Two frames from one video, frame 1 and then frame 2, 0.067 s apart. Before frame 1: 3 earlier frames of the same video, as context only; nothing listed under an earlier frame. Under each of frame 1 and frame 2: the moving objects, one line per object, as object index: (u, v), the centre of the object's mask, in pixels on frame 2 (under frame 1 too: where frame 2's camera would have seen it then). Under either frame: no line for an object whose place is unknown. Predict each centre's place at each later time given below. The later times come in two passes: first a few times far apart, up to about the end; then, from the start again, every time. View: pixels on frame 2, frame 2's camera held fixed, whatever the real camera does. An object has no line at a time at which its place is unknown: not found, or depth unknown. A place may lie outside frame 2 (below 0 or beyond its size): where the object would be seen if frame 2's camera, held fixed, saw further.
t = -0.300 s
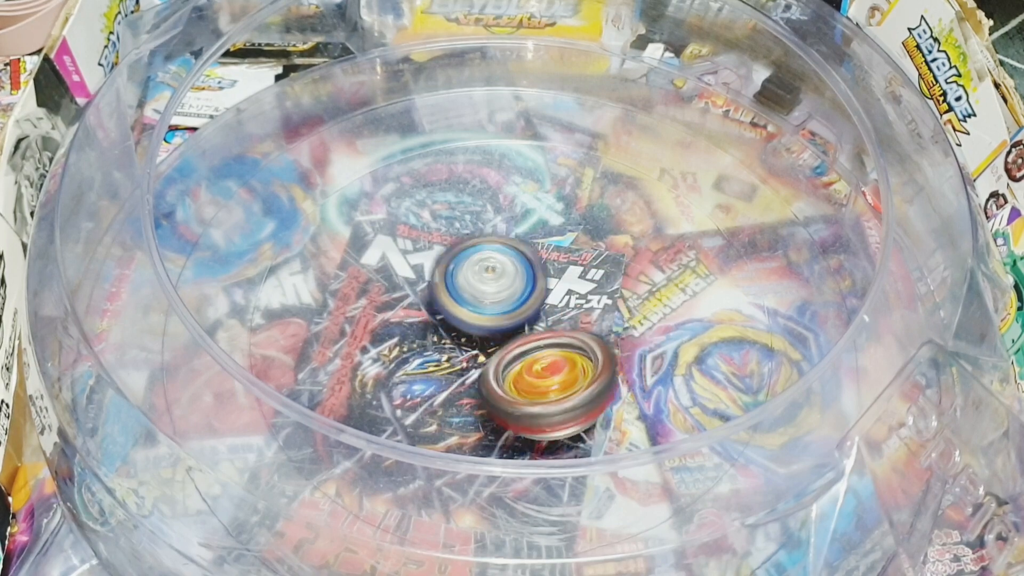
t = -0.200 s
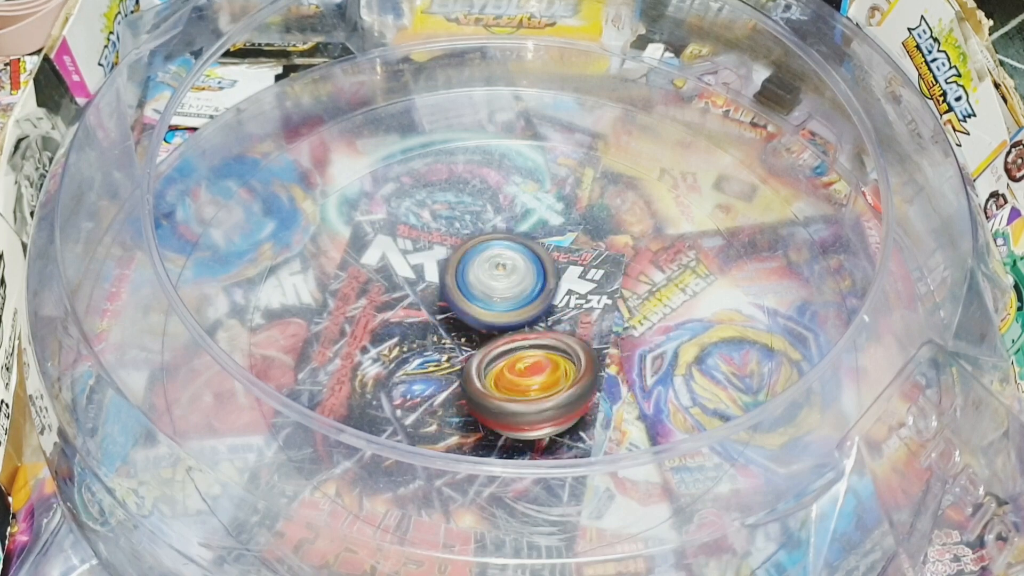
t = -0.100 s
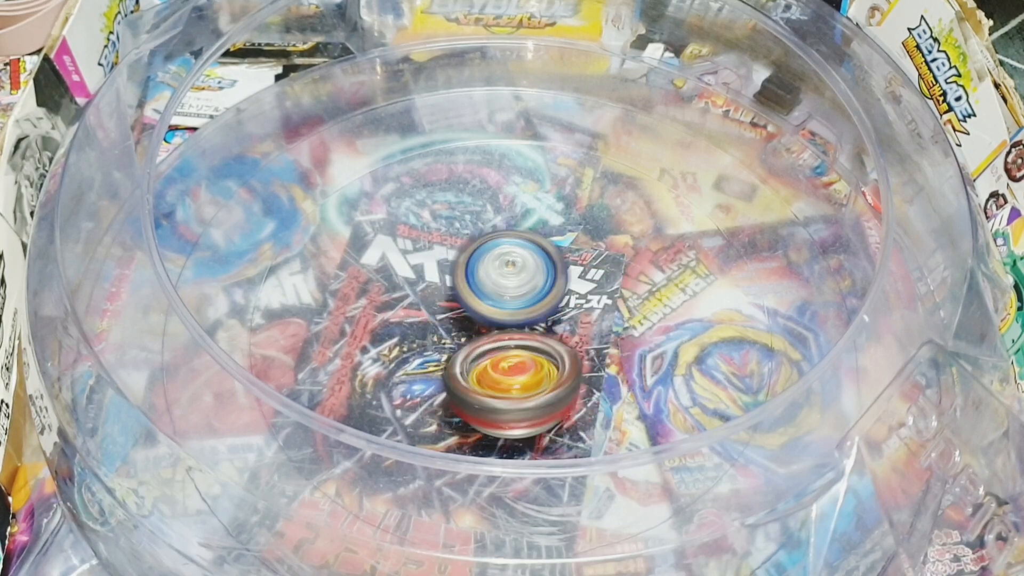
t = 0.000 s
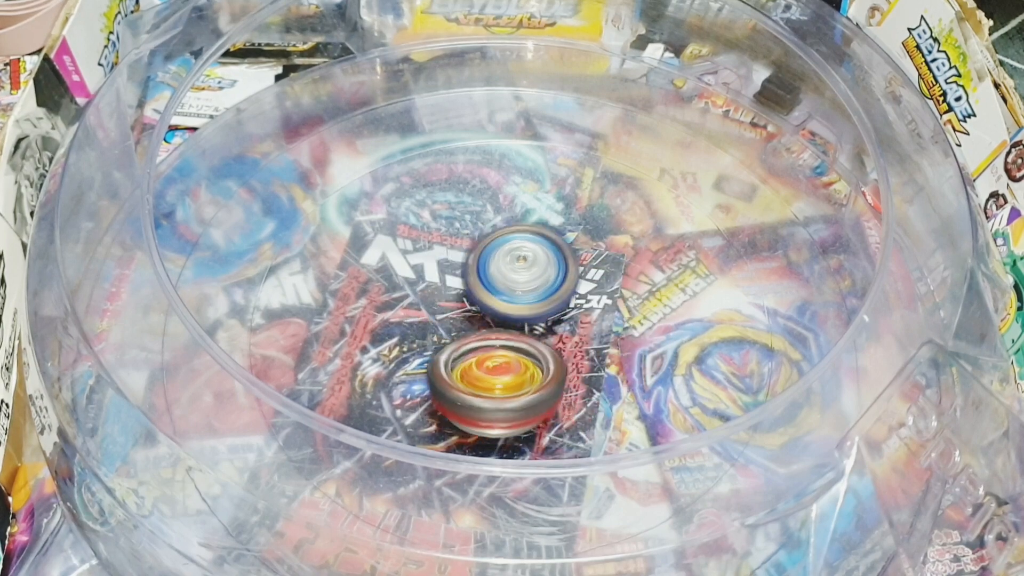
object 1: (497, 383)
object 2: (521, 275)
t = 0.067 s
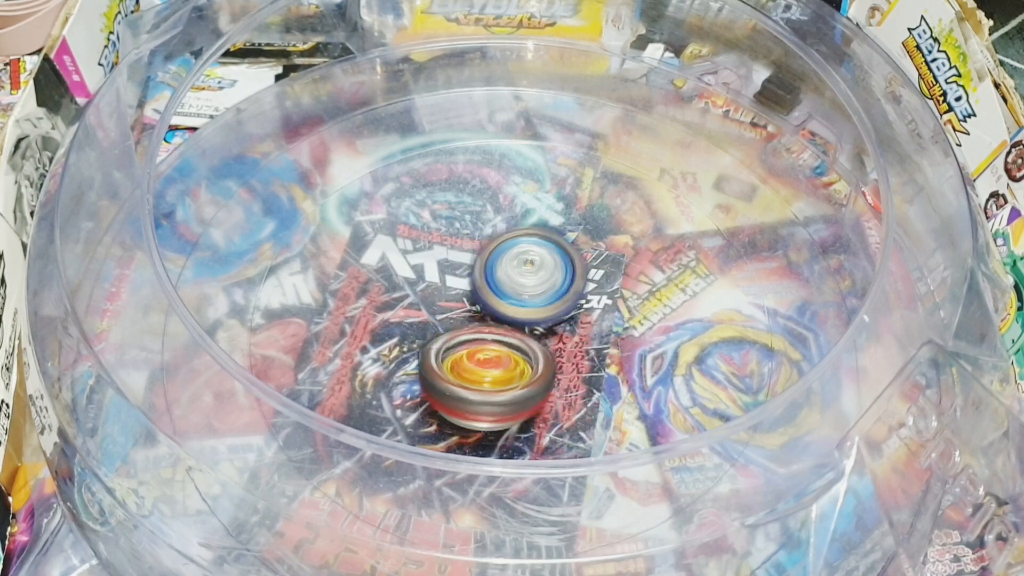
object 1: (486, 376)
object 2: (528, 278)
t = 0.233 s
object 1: (461, 363)
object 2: (550, 281)
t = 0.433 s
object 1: (448, 337)
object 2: (571, 292)
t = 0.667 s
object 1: (445, 305)
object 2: (576, 312)
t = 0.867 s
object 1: (456, 282)
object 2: (576, 329)
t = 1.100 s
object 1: (482, 261)
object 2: (561, 349)
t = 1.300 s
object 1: (508, 254)
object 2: (541, 362)
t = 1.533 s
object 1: (548, 260)
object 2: (506, 362)
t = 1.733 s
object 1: (575, 271)
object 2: (480, 352)
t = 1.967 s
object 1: (594, 300)
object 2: (465, 334)
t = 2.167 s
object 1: (597, 323)
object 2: (461, 320)
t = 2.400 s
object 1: (578, 351)
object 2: (461, 300)
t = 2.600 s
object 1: (558, 366)
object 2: (471, 282)
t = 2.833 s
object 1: (527, 373)
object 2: (503, 268)
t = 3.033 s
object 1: (494, 368)
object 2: (531, 267)
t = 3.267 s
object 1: (454, 346)
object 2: (562, 273)
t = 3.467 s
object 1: (441, 322)
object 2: (571, 297)
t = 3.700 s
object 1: (449, 297)
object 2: (577, 322)
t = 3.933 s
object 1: (472, 277)
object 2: (578, 344)
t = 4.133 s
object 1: (497, 262)
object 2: (561, 357)
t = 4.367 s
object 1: (531, 255)
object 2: (535, 374)
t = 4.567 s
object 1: (556, 264)
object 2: (506, 366)
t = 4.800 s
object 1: (575, 279)
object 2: (477, 355)
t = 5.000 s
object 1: (586, 297)
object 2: (458, 340)
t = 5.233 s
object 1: (584, 319)
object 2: (450, 317)
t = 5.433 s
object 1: (574, 335)
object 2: (449, 297)
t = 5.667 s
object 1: (557, 349)
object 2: (460, 276)
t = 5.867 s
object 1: (540, 359)
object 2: (478, 261)
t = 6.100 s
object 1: (524, 362)
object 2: (506, 257)
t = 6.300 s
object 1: (508, 361)
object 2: (529, 255)
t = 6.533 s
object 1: (489, 355)
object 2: (557, 260)
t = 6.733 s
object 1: (476, 345)
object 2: (576, 273)
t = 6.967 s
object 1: (462, 337)
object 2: (589, 289)
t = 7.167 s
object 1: (459, 324)
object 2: (599, 304)
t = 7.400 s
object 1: (456, 314)
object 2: (597, 323)
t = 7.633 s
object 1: (463, 304)
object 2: (592, 337)
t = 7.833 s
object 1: (462, 293)
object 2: (590, 349)
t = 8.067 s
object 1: (469, 287)
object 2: (582, 358)
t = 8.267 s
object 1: (472, 281)
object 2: (567, 361)
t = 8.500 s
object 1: (480, 273)
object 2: (565, 368)
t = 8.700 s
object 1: (482, 272)
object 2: (551, 370)
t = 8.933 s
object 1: (483, 263)
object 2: (541, 371)
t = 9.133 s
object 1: (492, 259)
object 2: (534, 370)
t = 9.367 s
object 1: (503, 263)
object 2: (528, 373)
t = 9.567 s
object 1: (513, 263)
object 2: (528, 375)
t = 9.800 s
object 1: (515, 260)
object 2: (527, 370)
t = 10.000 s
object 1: (523, 255)
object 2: (524, 366)
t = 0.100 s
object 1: (480, 374)
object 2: (534, 277)
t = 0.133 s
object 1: (475, 371)
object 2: (538, 277)
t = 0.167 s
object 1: (472, 367)
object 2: (541, 279)
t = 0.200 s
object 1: (467, 364)
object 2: (545, 283)
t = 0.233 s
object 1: (461, 363)
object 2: (550, 281)
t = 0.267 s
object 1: (458, 360)
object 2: (554, 282)
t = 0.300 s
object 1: (456, 356)
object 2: (558, 286)
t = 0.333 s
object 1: (454, 351)
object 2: (560, 288)
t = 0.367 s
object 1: (449, 347)
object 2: (566, 288)
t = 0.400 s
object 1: (448, 342)
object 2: (569, 290)
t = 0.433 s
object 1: (448, 337)
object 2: (571, 292)
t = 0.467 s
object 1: (447, 333)
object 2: (572, 295)
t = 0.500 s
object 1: (442, 328)
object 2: (578, 296)
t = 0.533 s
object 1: (442, 324)
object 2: (581, 298)
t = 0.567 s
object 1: (442, 319)
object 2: (582, 301)
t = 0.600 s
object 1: (443, 315)
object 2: (581, 306)
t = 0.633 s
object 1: (444, 310)
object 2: (578, 309)
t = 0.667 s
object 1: (445, 305)
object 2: (576, 312)
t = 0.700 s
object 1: (444, 300)
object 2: (577, 314)
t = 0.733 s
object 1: (445, 295)
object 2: (576, 318)
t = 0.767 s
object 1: (447, 291)
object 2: (577, 321)
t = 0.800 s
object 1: (449, 288)
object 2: (578, 323)
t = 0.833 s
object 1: (453, 285)
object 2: (576, 326)
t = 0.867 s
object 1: (456, 282)
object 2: (576, 329)
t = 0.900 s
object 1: (459, 277)
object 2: (576, 332)
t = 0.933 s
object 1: (463, 274)
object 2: (574, 335)
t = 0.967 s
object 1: (466, 271)
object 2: (574, 338)
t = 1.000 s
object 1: (469, 268)
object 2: (574, 343)
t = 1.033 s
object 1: (473, 265)
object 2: (571, 346)
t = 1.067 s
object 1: (478, 263)
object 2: (566, 348)
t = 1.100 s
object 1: (482, 261)
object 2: (561, 349)
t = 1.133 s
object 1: (487, 258)
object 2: (557, 351)
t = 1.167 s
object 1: (490, 256)
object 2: (554, 352)
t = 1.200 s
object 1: (494, 254)
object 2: (551, 355)
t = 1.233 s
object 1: (499, 255)
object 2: (548, 357)
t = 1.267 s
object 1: (503, 254)
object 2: (545, 360)
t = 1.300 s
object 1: (508, 254)
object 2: (541, 362)
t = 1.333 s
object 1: (515, 254)
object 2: (536, 364)
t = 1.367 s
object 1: (520, 255)
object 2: (531, 365)
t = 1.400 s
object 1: (526, 254)
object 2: (527, 366)
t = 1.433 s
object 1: (530, 255)
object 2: (520, 365)
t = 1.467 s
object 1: (536, 257)
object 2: (515, 364)
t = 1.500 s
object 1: (542, 258)
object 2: (510, 364)
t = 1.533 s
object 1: (548, 260)
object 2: (506, 362)
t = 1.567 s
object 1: (554, 260)
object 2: (500, 361)
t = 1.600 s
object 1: (558, 263)
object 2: (495, 359)
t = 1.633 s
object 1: (563, 264)
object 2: (491, 357)
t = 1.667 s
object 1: (566, 267)
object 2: (487, 355)
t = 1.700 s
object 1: (571, 268)
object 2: (483, 355)
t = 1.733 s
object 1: (575, 271)
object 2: (480, 352)
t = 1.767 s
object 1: (578, 276)
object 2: (478, 348)
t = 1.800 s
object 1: (581, 278)
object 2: (475, 346)
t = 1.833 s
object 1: (584, 283)
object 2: (474, 344)
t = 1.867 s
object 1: (589, 287)
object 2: (470, 343)
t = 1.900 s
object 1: (590, 291)
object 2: (467, 339)
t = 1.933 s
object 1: (591, 296)
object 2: (467, 337)
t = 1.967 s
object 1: (594, 300)
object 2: (465, 334)
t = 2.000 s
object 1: (596, 303)
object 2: (465, 331)
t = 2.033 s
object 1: (597, 307)
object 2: (465, 329)
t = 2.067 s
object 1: (598, 312)
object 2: (464, 326)
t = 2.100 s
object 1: (597, 315)
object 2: (463, 324)
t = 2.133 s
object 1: (599, 319)
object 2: (461, 322)
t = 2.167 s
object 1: (597, 323)
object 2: (461, 320)
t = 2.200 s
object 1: (593, 327)
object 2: (462, 317)
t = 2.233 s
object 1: (593, 332)
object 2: (460, 314)
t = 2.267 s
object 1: (589, 336)
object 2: (461, 312)
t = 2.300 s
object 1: (587, 340)
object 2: (460, 309)
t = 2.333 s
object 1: (586, 343)
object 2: (458, 305)
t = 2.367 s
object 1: (583, 347)
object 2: (459, 303)
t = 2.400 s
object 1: (578, 351)
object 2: (461, 300)
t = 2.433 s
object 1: (577, 355)
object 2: (461, 297)
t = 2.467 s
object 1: (575, 359)
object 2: (461, 293)
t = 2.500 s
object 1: (570, 360)
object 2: (464, 290)
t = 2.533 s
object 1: (564, 362)
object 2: (467, 289)
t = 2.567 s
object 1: (561, 365)
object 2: (470, 286)
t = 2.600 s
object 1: (558, 366)
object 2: (471, 282)
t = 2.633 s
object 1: (553, 367)
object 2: (475, 281)
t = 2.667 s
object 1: (548, 369)
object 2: (479, 280)
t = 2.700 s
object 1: (544, 371)
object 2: (484, 277)
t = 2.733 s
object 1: (539, 372)
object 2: (489, 275)
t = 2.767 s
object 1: (534, 372)
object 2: (494, 274)
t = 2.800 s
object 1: (530, 374)
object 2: (498, 270)
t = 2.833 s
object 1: (527, 373)
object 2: (503, 268)
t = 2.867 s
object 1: (520, 372)
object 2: (510, 269)
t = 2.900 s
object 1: (514, 372)
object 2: (514, 268)
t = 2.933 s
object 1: (510, 371)
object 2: (518, 267)
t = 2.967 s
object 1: (504, 370)
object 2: (522, 267)
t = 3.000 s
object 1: (498, 370)
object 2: (526, 267)
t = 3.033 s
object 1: (494, 368)
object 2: (531, 267)
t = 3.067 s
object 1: (488, 364)
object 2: (536, 268)
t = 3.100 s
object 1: (481, 363)
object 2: (540, 268)
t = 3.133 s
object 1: (473, 363)
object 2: (547, 264)
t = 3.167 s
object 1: (467, 360)
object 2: (552, 264)
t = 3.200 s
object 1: (461, 356)
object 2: (556, 267)
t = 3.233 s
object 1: (457, 351)
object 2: (559, 270)
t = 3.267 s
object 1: (454, 346)
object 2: (562, 273)
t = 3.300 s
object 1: (450, 342)
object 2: (563, 277)
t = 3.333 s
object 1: (448, 337)
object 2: (563, 281)
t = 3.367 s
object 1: (444, 333)
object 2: (564, 286)
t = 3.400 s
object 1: (444, 330)
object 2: (567, 291)
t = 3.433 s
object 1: (444, 326)
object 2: (569, 295)
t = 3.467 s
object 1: (441, 322)
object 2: (571, 297)
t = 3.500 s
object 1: (442, 318)
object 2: (572, 301)
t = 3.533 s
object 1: (442, 313)
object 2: (573, 305)
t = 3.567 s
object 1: (441, 310)
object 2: (575, 308)
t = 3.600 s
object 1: (442, 306)
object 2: (577, 312)
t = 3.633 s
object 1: (445, 303)
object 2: (577, 315)
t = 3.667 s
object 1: (446, 300)
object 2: (577, 318)
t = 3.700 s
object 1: (449, 297)
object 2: (577, 322)
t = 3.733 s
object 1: (449, 294)
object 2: (580, 325)
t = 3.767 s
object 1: (452, 292)
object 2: (580, 328)
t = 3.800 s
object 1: (457, 290)
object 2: (578, 331)
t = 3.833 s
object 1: (459, 286)
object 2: (580, 335)
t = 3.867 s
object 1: (463, 283)
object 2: (580, 338)
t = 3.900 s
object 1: (468, 282)
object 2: (578, 341)
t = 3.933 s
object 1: (472, 277)
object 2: (578, 344)
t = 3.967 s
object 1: (475, 274)
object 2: (576, 348)
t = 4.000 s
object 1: (480, 271)
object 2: (573, 350)
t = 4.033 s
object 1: (485, 269)
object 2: (569, 352)
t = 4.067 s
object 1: (489, 266)
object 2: (568, 355)
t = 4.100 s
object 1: (493, 264)
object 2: (565, 356)
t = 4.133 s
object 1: (497, 262)
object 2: (561, 357)
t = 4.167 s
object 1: (501, 260)
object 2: (559, 358)
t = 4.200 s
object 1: (506, 258)
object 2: (555, 360)
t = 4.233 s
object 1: (512, 258)
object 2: (552, 363)
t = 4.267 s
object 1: (516, 257)
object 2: (547, 365)
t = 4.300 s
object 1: (521, 258)
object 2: (543, 365)
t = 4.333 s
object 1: (527, 257)
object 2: (538, 370)
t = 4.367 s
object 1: (531, 255)
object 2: (535, 374)
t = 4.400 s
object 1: (536, 255)
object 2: (530, 374)
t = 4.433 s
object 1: (539, 258)
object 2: (525, 373)
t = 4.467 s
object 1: (544, 260)
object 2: (520, 371)
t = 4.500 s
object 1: (550, 262)
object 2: (515, 369)
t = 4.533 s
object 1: (553, 262)
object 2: (510, 367)
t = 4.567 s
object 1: (556, 264)
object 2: (506, 366)
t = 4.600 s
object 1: (559, 266)
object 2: (503, 365)
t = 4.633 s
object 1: (564, 267)
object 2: (497, 366)
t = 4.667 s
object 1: (566, 269)
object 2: (492, 364)
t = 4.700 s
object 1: (568, 273)
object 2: (489, 361)
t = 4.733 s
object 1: (571, 274)
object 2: (484, 359)
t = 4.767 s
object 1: (574, 277)
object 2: (481, 359)
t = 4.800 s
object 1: (575, 279)
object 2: (477, 355)
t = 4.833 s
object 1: (577, 282)
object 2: (473, 353)
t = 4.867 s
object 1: (579, 285)
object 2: (470, 351)
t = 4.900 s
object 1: (581, 289)
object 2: (468, 348)
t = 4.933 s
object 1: (582, 291)
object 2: (464, 345)
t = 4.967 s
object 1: (582, 295)
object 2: (463, 341)
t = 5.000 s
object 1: (586, 297)
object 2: (458, 340)
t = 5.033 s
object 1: (586, 300)
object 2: (457, 337)
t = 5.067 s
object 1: (586, 302)
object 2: (457, 334)
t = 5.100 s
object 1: (586, 306)
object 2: (457, 330)
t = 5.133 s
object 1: (586, 309)
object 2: (456, 328)
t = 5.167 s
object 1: (586, 311)
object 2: (452, 324)
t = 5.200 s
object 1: (585, 315)
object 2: (451, 321)
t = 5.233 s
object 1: (584, 319)
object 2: (450, 317)
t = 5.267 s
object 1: (584, 322)
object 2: (450, 315)
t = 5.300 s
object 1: (581, 325)
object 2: (449, 311)
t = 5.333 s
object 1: (582, 328)
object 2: (448, 307)
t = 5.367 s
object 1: (583, 331)
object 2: (445, 303)
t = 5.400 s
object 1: (579, 333)
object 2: (446, 300)
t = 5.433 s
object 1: (574, 335)
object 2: (449, 297)
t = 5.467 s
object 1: (573, 338)
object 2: (451, 295)
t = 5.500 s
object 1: (570, 339)
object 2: (451, 291)
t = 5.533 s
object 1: (569, 342)
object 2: (450, 287)
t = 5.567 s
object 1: (566, 344)
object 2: (453, 284)
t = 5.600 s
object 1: (563, 346)
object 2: (456, 282)
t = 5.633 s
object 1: (561, 348)
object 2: (456, 278)
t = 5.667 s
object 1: (557, 349)
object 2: (460, 276)
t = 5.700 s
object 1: (555, 351)
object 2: (462, 274)
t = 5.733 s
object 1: (552, 353)
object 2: (464, 271)
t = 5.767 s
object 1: (547, 354)
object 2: (467, 269)
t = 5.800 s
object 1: (546, 355)
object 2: (471, 266)
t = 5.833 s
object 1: (543, 358)
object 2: (474, 263)
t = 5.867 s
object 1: (540, 359)
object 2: (478, 261)
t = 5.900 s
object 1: (537, 358)
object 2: (482, 261)
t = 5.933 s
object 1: (537, 362)
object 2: (483, 256)
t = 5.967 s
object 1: (535, 365)
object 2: (485, 251)
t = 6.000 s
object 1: (533, 364)
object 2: (490, 251)
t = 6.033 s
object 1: (531, 363)
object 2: (495, 253)
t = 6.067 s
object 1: (527, 362)
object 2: (501, 254)
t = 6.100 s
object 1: (524, 362)
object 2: (506, 257)
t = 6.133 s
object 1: (521, 362)
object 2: (509, 257)
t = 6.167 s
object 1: (519, 366)
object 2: (512, 253)
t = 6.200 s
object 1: (516, 366)
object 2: (516, 252)
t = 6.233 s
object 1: (514, 363)
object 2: (521, 252)
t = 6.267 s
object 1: (511, 361)
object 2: (525, 254)
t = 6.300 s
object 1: (508, 361)
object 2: (529, 255)
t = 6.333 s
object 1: (505, 360)
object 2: (533, 256)
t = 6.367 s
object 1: (503, 360)
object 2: (537, 257)
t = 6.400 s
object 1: (501, 360)
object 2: (540, 258)
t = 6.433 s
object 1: (497, 359)
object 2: (544, 259)
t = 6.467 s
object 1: (494, 357)
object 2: (549, 261)
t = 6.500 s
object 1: (493, 357)
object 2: (553, 261)
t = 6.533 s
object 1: (489, 355)
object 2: (557, 260)
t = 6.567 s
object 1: (489, 353)
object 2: (561, 263)
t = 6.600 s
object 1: (489, 350)
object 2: (565, 264)
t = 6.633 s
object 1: (485, 349)
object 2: (567, 266)
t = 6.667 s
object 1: (482, 348)
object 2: (570, 268)
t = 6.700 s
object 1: (481, 346)
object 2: (573, 271)
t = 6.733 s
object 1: (476, 345)
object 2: (576, 273)
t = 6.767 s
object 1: (474, 345)
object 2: (577, 275)
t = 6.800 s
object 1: (474, 343)
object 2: (579, 279)
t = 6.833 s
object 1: (471, 342)
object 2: (581, 280)
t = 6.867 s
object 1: (468, 342)
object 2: (584, 282)
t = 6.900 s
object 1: (469, 340)
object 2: (585, 286)
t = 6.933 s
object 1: (468, 337)
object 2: (585, 289)
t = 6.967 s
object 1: (462, 337)
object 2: (589, 289)
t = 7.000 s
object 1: (458, 335)
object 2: (592, 290)
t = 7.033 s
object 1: (461, 333)
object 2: (593, 295)
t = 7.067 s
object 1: (462, 330)
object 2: (593, 298)
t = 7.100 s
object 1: (461, 329)
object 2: (594, 301)
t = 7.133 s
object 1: (463, 326)
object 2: (594, 304)
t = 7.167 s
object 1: (459, 324)
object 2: (599, 304)
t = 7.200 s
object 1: (455, 322)
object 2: (603, 306)
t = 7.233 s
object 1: (455, 321)
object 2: (604, 310)
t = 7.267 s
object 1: (457, 320)
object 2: (602, 312)
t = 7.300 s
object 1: (459, 319)
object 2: (600, 315)
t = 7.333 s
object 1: (461, 318)
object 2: (597, 320)
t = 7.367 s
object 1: (459, 315)
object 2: (597, 320)
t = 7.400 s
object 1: (456, 314)
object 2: (597, 323)
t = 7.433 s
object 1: (460, 313)
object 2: (594, 325)
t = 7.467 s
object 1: (458, 311)
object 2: (593, 327)
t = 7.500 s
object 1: (458, 310)
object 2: (591, 329)
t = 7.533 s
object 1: (458, 308)
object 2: (592, 330)
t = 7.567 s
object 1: (458, 305)
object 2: (594, 333)
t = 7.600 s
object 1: (459, 303)
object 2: (593, 335)
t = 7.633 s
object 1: (463, 304)
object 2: (592, 337)
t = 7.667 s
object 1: (462, 302)
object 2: (591, 339)
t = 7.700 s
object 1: (462, 300)
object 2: (590, 341)
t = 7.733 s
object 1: (466, 299)
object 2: (588, 343)
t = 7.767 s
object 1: (464, 298)
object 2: (588, 344)
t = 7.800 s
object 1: (463, 295)
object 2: (589, 347)
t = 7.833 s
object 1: (462, 293)
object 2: (590, 349)
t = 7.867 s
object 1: (466, 293)
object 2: (587, 351)
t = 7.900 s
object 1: (467, 294)
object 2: (585, 351)
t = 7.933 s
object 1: (467, 292)
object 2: (585, 353)
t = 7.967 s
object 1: (467, 291)
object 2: (583, 353)
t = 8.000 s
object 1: (467, 289)
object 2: (584, 355)
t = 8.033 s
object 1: (466, 287)
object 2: (584, 357)
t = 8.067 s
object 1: (469, 287)
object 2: (582, 358)
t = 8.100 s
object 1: (470, 288)
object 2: (577, 358)
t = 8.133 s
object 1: (470, 287)
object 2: (574, 358)
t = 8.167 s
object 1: (468, 281)
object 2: (576, 359)
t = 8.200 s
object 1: (467, 278)
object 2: (574, 360)
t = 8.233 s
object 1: (472, 280)
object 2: (570, 361)
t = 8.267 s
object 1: (472, 281)
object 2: (567, 361)
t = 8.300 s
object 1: (474, 278)
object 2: (567, 361)
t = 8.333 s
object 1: (474, 275)
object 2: (569, 364)
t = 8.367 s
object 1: (476, 276)
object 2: (567, 364)
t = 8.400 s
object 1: (476, 278)
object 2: (565, 365)
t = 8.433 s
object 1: (477, 278)
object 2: (563, 365)
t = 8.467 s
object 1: (478, 277)
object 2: (563, 365)
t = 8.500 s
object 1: (480, 273)
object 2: (565, 368)
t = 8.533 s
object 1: (478, 269)
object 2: (565, 371)
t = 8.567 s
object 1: (481, 269)
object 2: (563, 372)
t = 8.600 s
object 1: (481, 271)
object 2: (560, 372)
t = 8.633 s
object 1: (481, 272)
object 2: (557, 372)
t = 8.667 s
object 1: (481, 273)
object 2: (554, 371)
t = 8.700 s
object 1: (482, 272)
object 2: (551, 370)
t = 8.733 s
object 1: (479, 263)
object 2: (556, 374)
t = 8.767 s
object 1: (479, 259)
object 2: (555, 376)
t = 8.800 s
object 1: (482, 263)
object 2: (552, 376)
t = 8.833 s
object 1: (483, 265)
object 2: (547, 374)
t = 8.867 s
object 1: (483, 268)
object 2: (544, 371)
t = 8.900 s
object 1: (483, 267)
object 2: (541, 371)
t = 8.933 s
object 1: (483, 263)
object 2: (541, 371)
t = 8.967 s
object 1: (486, 265)
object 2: (538, 370)
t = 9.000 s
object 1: (485, 265)
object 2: (536, 369)
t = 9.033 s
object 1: (487, 263)
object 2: (534, 368)
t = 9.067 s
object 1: (490, 262)
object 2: (533, 368)
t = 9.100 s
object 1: (491, 262)
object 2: (532, 368)
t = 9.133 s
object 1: (492, 259)
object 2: (534, 370)
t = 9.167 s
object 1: (495, 260)
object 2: (531, 371)
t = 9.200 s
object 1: (497, 263)
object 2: (531, 371)
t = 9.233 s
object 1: (497, 263)
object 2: (529, 372)
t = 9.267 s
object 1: (498, 263)
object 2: (529, 372)
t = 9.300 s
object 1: (499, 263)
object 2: (528, 373)
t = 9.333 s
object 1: (500, 261)
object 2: (529, 374)
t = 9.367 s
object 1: (503, 263)
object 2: (528, 373)
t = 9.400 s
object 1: (503, 264)
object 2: (528, 374)
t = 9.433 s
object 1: (504, 263)
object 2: (528, 374)
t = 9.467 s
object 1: (508, 263)
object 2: (528, 374)
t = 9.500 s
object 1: (509, 264)
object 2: (528, 374)
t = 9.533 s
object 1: (512, 262)
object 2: (529, 375)
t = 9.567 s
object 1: (513, 263)
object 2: (528, 375)
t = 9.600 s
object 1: (512, 264)
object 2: (528, 374)
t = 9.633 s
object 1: (513, 263)
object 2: (527, 373)
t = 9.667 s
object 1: (515, 260)
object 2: (529, 375)
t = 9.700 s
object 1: (517, 257)
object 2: (529, 375)
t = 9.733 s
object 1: (517, 257)
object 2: (527, 375)
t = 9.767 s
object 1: (517, 260)
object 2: (528, 373)
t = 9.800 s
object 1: (515, 260)
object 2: (527, 370)
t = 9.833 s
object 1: (515, 259)
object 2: (526, 370)
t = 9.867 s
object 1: (517, 258)
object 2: (526, 368)
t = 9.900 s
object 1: (518, 256)
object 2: (525, 367)
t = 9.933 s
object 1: (520, 256)
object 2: (525, 366)
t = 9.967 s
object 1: (522, 254)
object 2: (526, 367)
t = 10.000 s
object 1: (523, 255)
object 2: (524, 366)
